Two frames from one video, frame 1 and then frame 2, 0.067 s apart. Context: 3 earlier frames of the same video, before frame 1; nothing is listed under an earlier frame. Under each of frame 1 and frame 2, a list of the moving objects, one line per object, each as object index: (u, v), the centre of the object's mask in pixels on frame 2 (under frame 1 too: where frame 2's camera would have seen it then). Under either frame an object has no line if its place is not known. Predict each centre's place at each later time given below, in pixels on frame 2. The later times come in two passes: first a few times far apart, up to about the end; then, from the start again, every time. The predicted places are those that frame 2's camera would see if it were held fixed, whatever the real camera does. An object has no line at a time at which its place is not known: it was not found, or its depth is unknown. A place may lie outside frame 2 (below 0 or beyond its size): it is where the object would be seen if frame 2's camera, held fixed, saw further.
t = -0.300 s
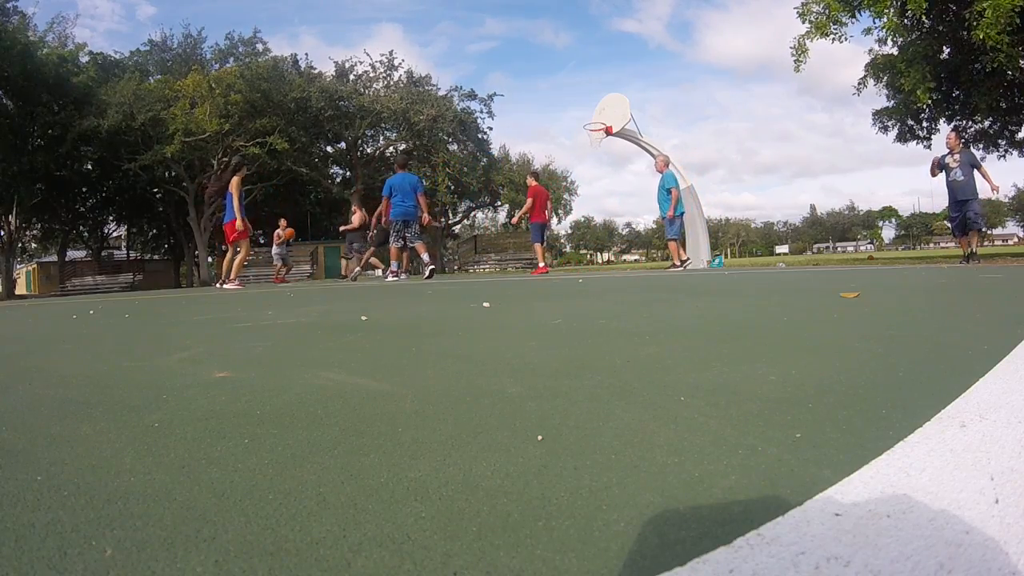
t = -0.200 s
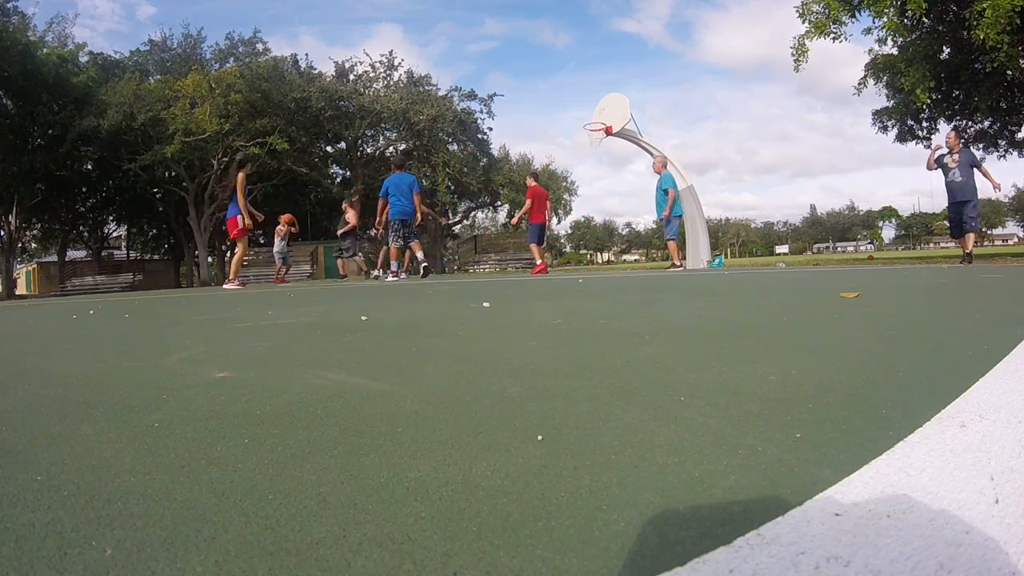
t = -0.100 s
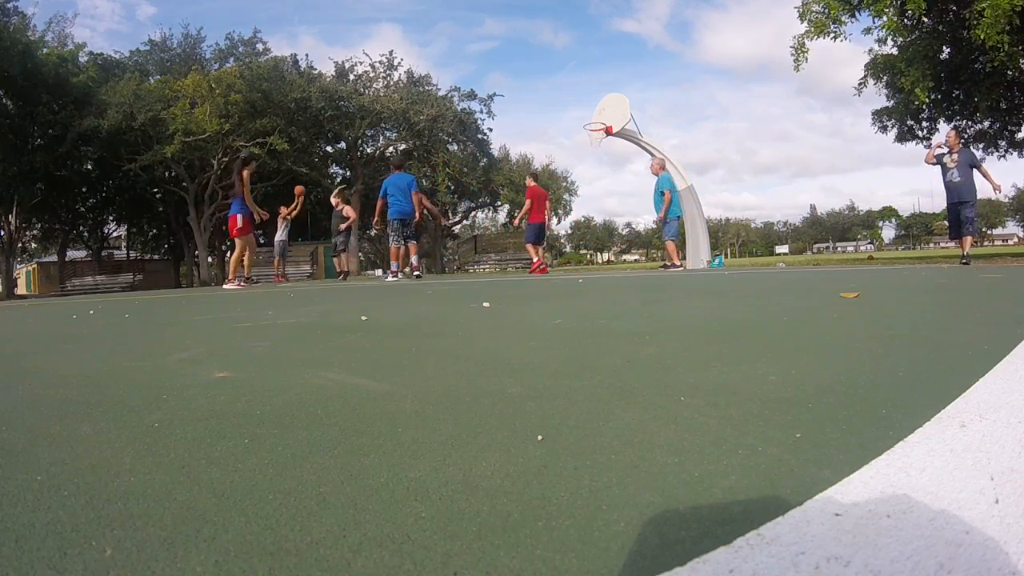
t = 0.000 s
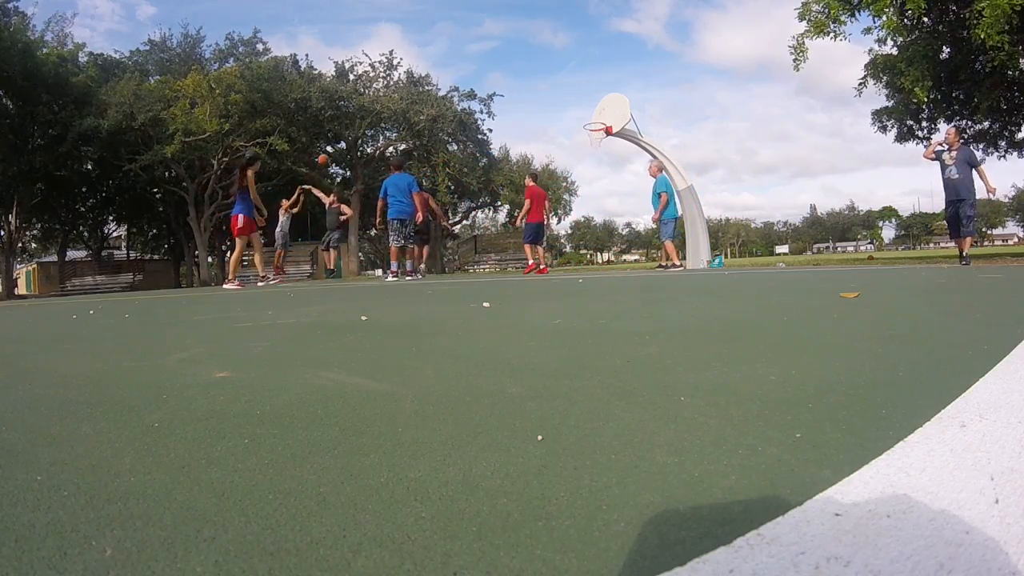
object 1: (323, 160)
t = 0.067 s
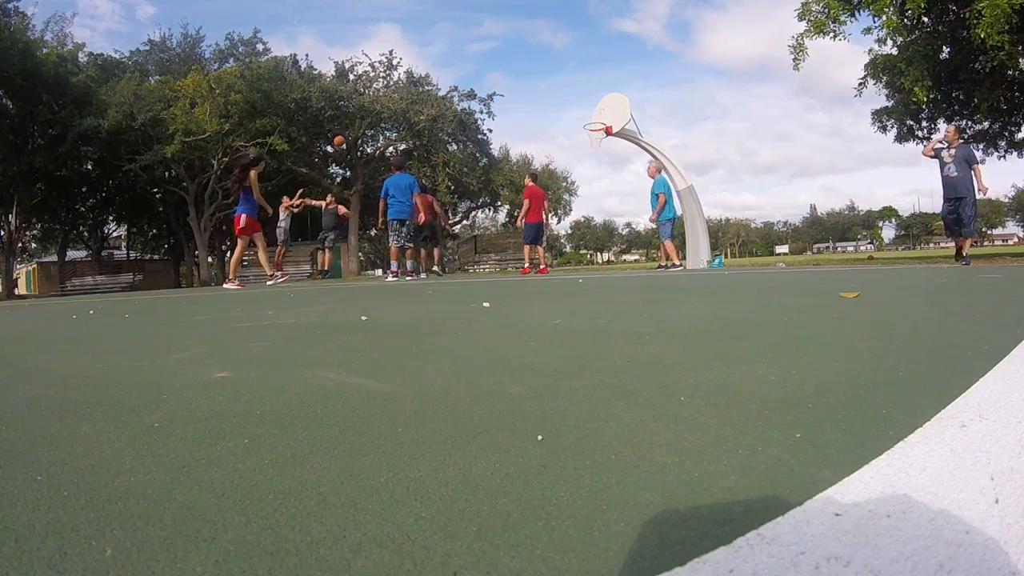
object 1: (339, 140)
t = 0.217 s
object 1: (373, 107)
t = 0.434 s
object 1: (425, 75)
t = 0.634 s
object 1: (471, 62)
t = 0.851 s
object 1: (522, 65)
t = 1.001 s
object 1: (558, 79)
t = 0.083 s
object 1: (342, 136)
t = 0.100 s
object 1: (347, 133)
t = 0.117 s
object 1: (351, 129)
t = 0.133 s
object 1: (354, 124)
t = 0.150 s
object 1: (359, 120)
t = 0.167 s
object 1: (363, 117)
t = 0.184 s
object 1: (366, 114)
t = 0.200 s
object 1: (370, 110)
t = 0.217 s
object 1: (373, 107)
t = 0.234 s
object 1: (378, 103)
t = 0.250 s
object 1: (383, 100)
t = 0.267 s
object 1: (386, 97)
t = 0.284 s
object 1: (389, 95)
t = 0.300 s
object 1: (393, 92)
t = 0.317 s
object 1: (397, 89)
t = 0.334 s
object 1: (402, 87)
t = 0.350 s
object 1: (405, 84)
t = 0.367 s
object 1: (409, 82)
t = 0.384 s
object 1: (414, 80)
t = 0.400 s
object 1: (417, 78)
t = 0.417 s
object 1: (421, 76)
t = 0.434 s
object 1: (425, 75)
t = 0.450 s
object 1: (429, 73)
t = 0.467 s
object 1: (433, 71)
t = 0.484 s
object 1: (437, 70)
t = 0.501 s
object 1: (441, 68)
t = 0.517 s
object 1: (444, 67)
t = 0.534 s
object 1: (448, 66)
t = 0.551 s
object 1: (452, 65)
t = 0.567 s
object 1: (456, 64)
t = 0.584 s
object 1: (460, 63)
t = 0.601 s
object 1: (464, 63)
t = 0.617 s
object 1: (468, 62)
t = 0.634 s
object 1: (471, 62)
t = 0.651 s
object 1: (475, 61)
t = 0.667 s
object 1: (479, 61)
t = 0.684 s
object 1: (483, 60)
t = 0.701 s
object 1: (487, 60)
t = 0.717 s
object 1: (491, 60)
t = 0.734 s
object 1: (495, 61)
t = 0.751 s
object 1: (499, 61)
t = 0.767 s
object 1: (502, 61)
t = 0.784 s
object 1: (506, 62)
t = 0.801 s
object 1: (510, 62)
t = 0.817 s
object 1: (514, 63)
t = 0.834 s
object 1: (518, 64)
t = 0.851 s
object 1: (522, 65)
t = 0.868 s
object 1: (526, 66)
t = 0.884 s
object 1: (530, 67)
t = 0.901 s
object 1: (534, 69)
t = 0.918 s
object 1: (538, 70)
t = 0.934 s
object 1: (542, 72)
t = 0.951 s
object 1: (546, 73)
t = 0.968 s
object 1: (550, 75)
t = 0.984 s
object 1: (554, 77)
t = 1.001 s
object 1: (558, 79)
